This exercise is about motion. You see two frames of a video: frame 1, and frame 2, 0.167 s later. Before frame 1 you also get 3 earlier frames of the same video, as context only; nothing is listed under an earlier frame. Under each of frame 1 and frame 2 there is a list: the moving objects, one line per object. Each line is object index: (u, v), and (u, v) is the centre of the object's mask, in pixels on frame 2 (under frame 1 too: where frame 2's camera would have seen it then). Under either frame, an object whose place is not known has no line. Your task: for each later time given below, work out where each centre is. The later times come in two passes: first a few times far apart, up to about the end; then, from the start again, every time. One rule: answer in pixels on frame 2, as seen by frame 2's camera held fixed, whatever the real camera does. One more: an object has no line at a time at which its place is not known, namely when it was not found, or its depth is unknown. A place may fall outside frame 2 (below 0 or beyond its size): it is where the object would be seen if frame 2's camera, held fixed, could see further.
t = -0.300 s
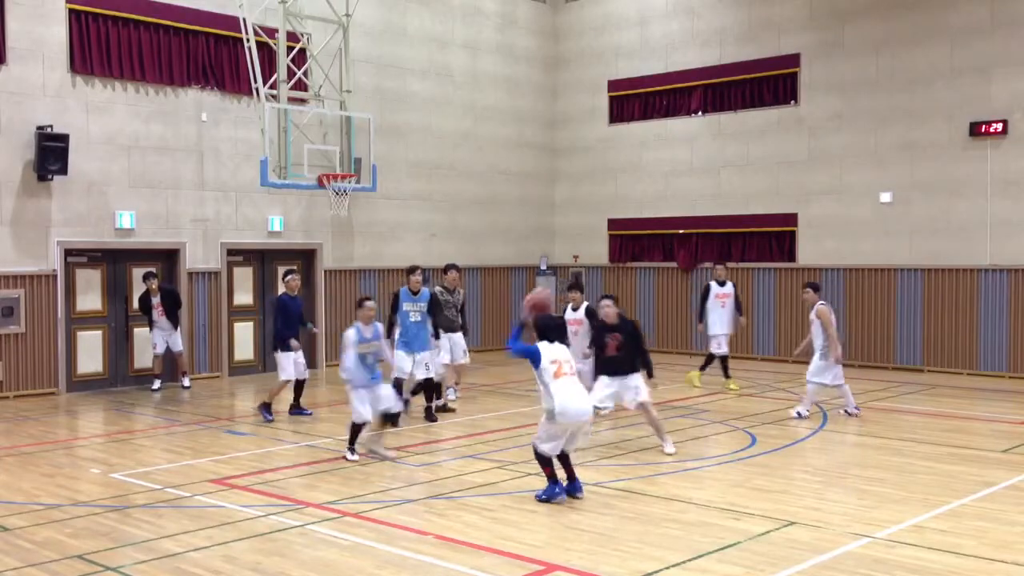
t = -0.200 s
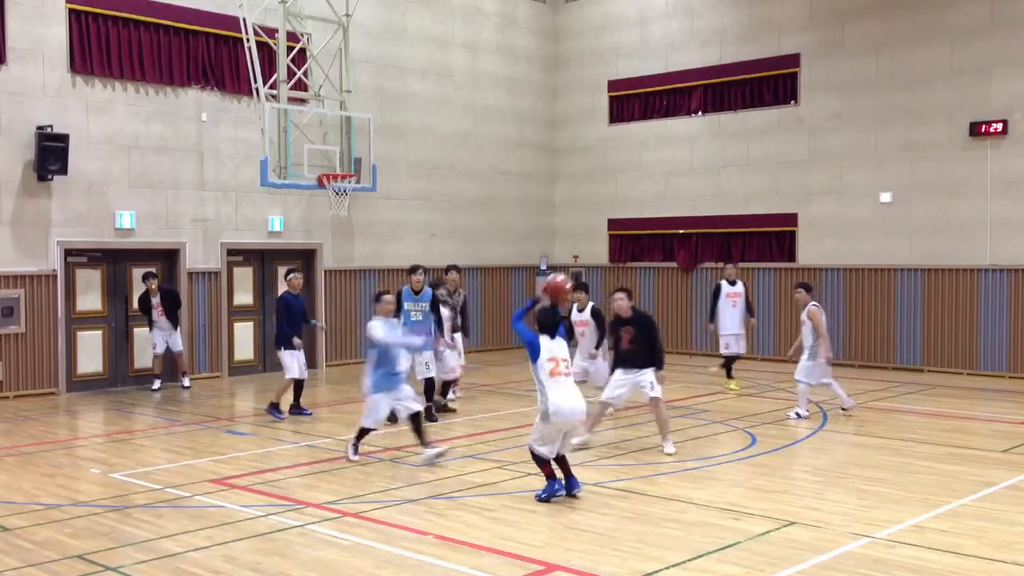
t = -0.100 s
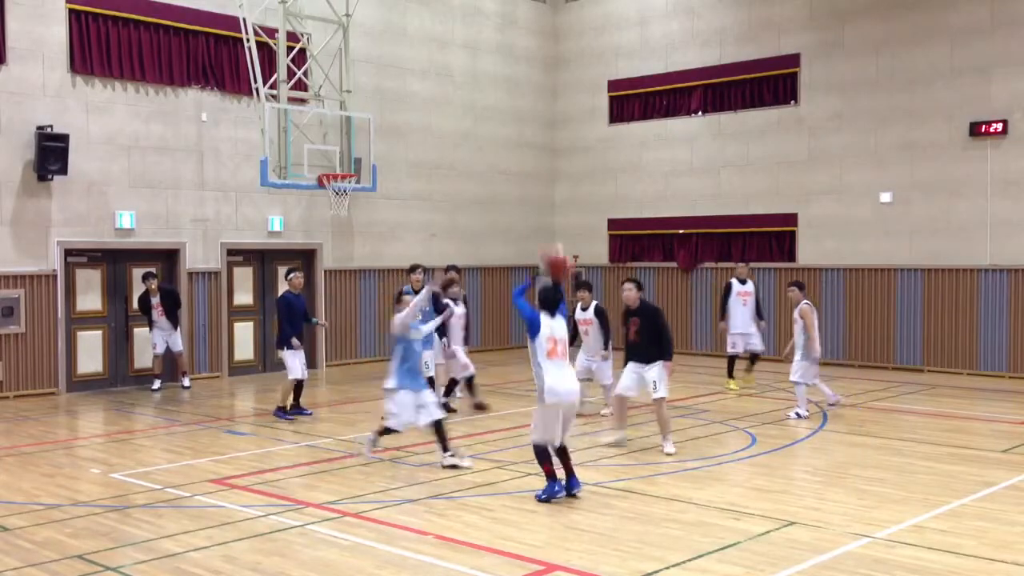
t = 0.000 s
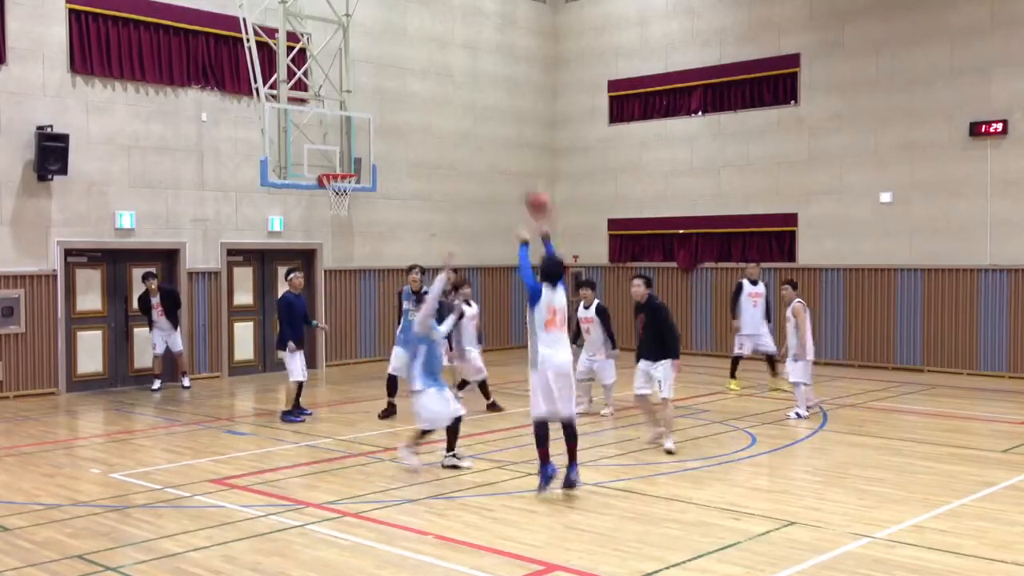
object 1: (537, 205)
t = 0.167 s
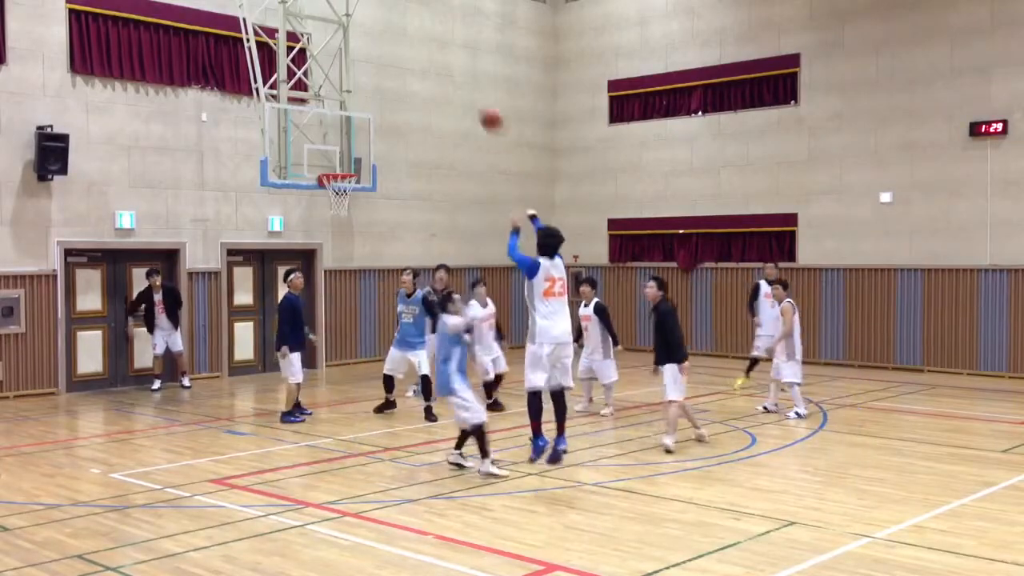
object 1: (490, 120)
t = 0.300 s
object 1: (461, 81)
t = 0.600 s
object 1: (404, 63)
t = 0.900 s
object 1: (362, 117)
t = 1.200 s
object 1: (355, 141)
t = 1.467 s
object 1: (392, 124)
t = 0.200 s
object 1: (482, 108)
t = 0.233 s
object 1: (476, 98)
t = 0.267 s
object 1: (467, 88)
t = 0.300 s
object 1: (461, 81)
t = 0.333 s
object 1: (453, 74)
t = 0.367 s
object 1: (446, 69)
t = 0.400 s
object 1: (440, 65)
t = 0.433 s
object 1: (433, 62)
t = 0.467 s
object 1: (427, 60)
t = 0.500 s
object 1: (421, 60)
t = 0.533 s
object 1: (416, 60)
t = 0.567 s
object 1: (410, 61)
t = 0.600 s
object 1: (404, 63)
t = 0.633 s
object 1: (399, 66)
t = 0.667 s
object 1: (394, 70)
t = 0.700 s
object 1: (389, 74)
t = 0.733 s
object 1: (384, 80)
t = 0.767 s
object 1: (379, 86)
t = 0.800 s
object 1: (374, 93)
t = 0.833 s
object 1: (371, 100)
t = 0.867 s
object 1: (367, 108)
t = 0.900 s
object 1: (362, 117)
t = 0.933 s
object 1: (358, 125)
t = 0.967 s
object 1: (355, 136)
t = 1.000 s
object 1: (352, 147)
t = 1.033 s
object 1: (349, 157)
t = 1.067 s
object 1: (344, 164)
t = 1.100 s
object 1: (342, 160)
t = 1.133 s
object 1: (345, 153)
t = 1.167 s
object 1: (350, 147)
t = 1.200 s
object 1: (355, 141)
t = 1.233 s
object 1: (360, 136)
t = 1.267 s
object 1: (364, 132)
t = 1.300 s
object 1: (369, 130)
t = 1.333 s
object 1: (373, 126)
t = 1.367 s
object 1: (378, 124)
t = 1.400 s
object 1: (382, 123)
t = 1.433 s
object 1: (387, 123)
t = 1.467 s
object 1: (392, 124)
